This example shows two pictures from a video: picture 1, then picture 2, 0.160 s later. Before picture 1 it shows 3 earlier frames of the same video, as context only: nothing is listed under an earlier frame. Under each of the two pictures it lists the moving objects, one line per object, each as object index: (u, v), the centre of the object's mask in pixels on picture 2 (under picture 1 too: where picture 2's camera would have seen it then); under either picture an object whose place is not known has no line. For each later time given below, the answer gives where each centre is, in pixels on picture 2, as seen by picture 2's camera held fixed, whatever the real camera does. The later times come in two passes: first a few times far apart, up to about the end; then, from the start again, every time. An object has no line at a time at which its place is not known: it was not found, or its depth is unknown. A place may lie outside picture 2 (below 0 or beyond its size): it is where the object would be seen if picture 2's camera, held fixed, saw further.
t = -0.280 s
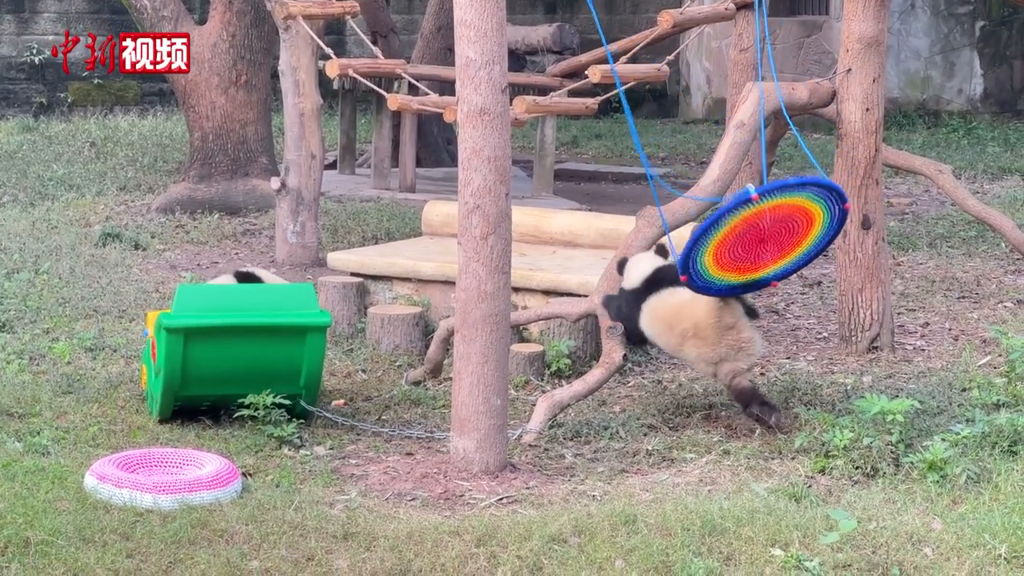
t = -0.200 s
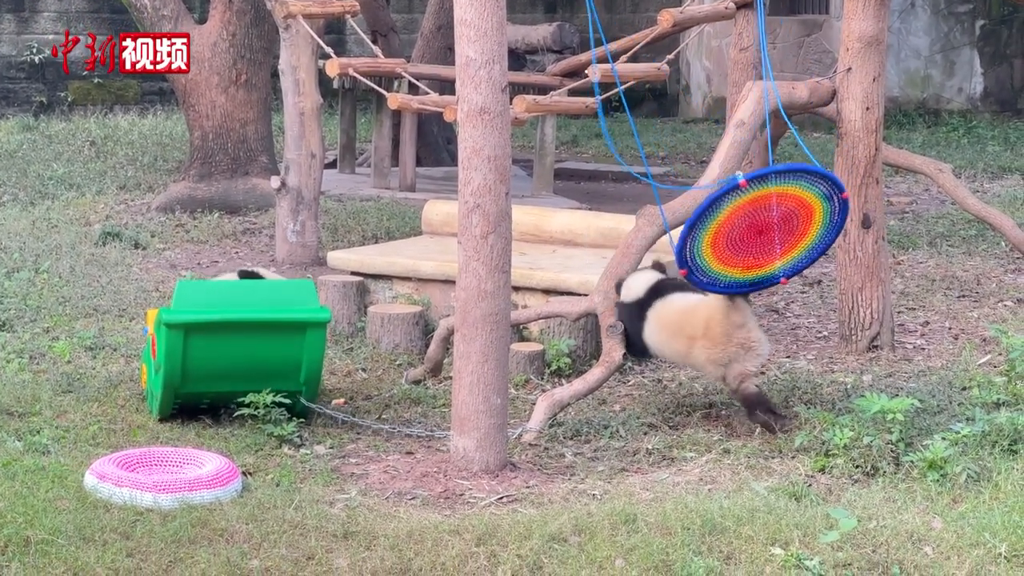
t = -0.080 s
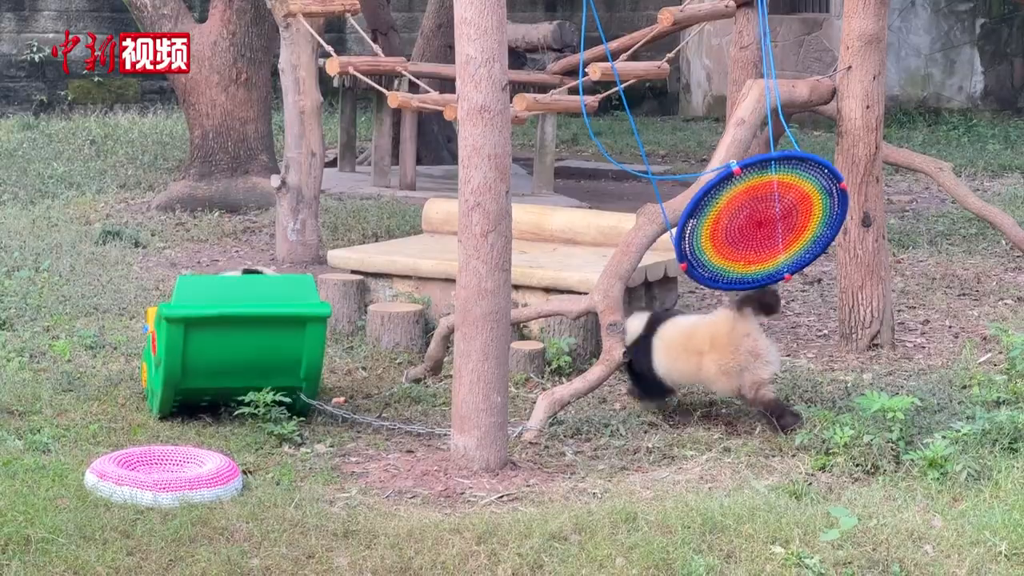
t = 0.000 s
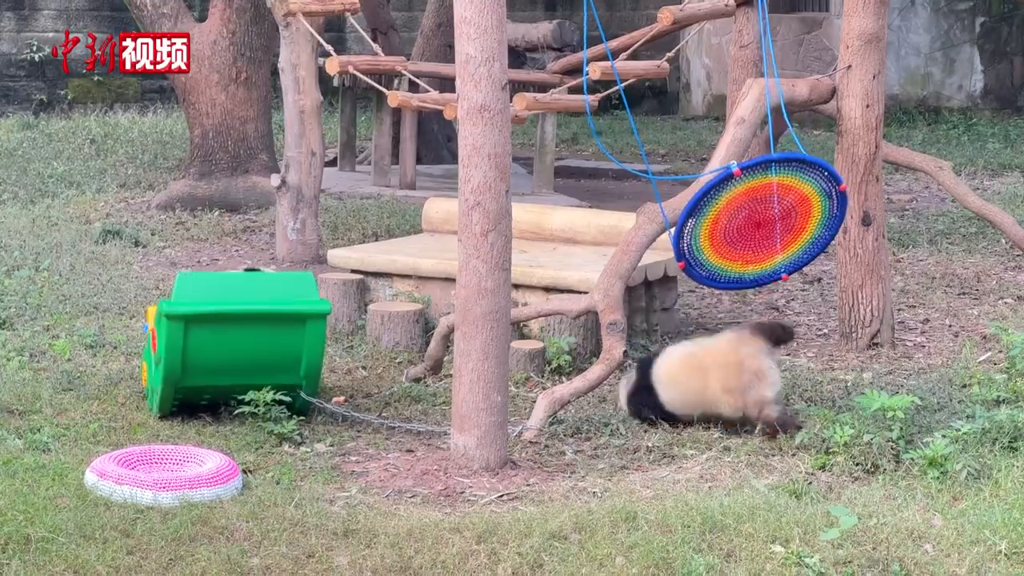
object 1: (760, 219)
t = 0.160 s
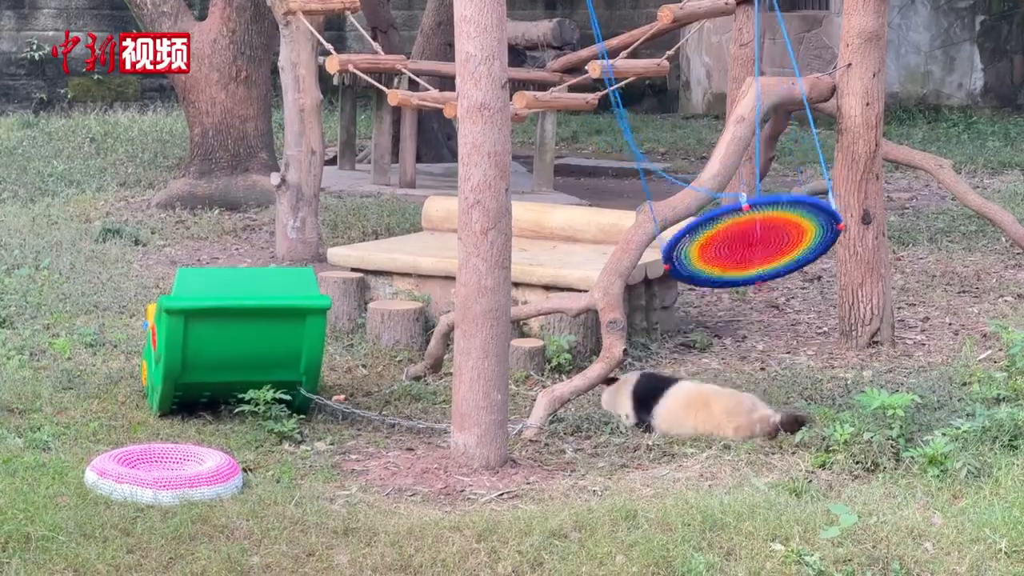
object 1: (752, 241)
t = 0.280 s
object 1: (737, 255)
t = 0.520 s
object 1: (680, 257)
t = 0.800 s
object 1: (601, 256)
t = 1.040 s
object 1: (573, 238)
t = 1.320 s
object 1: (568, 242)
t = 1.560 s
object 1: (589, 250)
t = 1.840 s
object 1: (654, 265)
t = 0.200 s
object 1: (748, 245)
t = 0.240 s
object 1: (743, 249)
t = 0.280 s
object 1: (737, 255)
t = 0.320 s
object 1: (731, 260)
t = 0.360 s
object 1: (722, 262)
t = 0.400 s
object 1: (712, 262)
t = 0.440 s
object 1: (701, 259)
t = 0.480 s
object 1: (690, 258)
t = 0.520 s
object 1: (680, 257)
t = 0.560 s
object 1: (668, 257)
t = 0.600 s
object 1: (658, 256)
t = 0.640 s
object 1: (641, 255)
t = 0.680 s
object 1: (631, 255)
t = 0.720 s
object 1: (620, 256)
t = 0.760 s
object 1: (610, 256)
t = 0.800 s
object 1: (601, 256)
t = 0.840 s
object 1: (593, 253)
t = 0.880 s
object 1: (588, 249)
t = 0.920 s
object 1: (583, 246)
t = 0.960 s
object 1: (579, 243)
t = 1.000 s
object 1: (576, 240)
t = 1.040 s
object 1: (573, 238)
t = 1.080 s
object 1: (571, 237)
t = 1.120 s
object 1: (569, 237)
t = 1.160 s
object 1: (568, 237)
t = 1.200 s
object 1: (567, 238)
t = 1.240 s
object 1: (567, 239)
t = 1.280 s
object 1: (568, 241)
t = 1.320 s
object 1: (568, 242)
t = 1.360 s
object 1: (570, 243)
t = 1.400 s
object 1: (573, 243)
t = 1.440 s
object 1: (575, 244)
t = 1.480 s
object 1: (579, 246)
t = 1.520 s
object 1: (584, 248)
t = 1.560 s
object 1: (589, 250)
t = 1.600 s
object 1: (595, 254)
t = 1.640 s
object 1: (603, 257)
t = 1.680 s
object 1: (612, 260)
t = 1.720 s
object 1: (623, 262)
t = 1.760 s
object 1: (633, 263)
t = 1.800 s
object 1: (644, 264)
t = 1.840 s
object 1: (654, 265)
